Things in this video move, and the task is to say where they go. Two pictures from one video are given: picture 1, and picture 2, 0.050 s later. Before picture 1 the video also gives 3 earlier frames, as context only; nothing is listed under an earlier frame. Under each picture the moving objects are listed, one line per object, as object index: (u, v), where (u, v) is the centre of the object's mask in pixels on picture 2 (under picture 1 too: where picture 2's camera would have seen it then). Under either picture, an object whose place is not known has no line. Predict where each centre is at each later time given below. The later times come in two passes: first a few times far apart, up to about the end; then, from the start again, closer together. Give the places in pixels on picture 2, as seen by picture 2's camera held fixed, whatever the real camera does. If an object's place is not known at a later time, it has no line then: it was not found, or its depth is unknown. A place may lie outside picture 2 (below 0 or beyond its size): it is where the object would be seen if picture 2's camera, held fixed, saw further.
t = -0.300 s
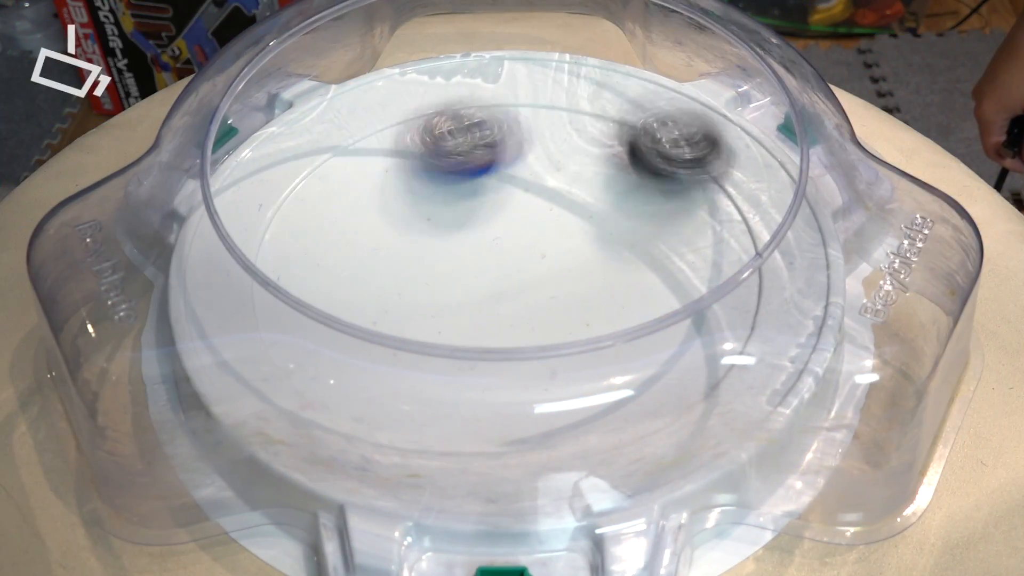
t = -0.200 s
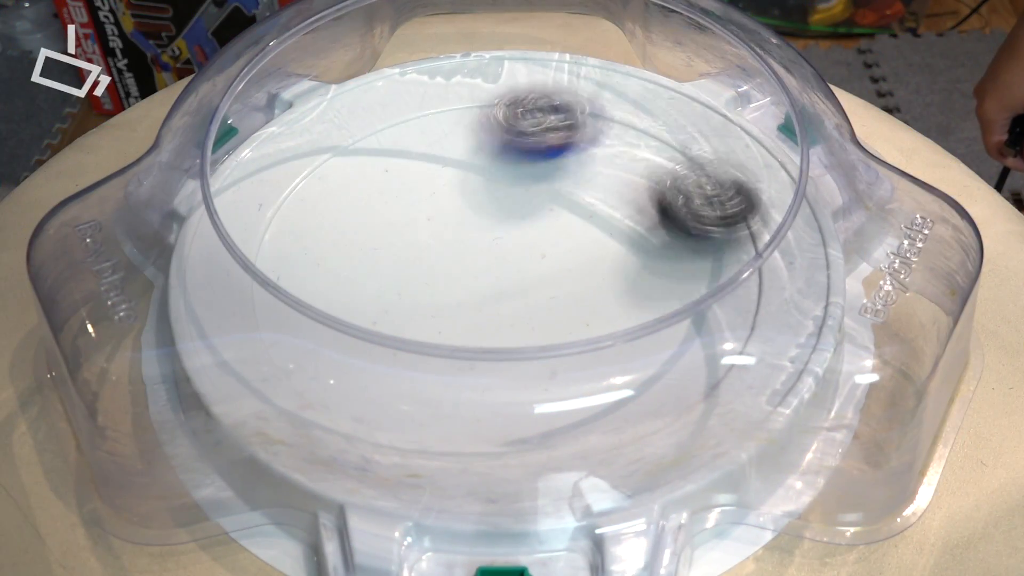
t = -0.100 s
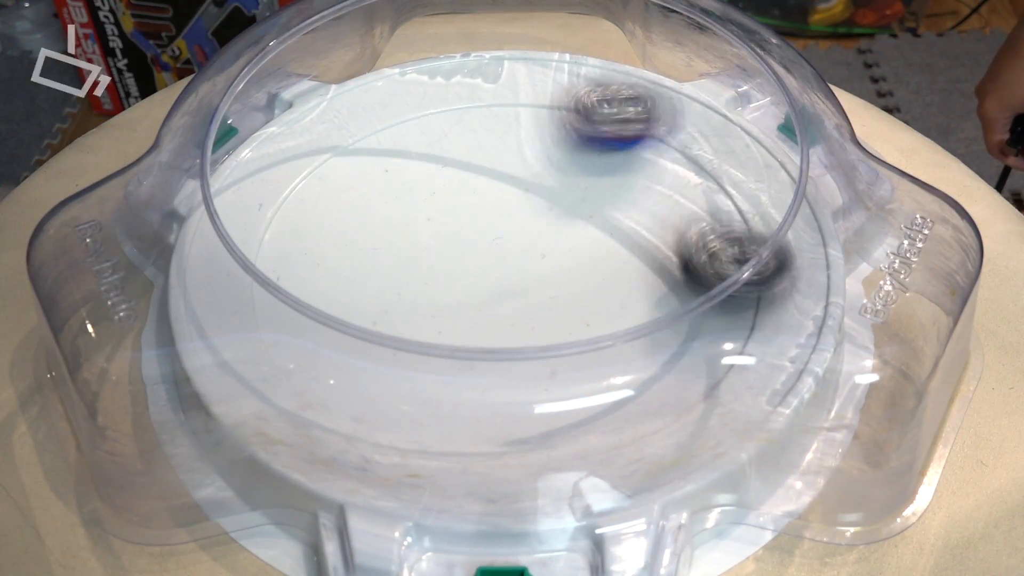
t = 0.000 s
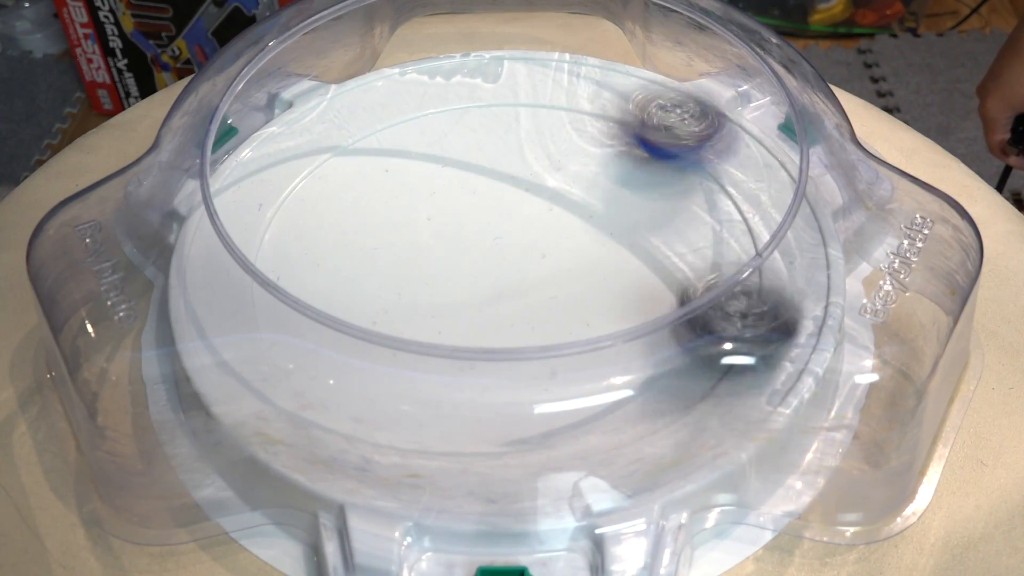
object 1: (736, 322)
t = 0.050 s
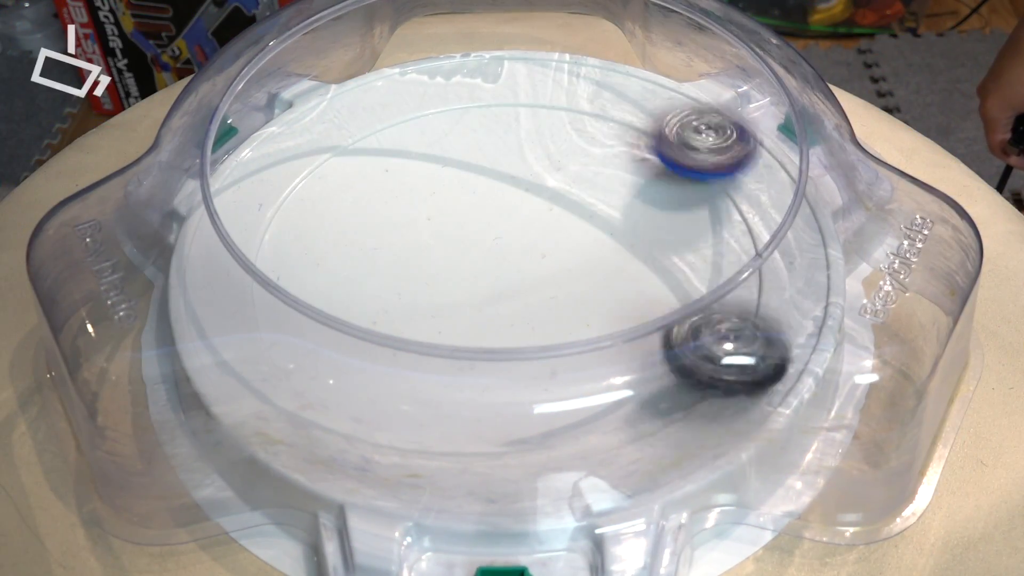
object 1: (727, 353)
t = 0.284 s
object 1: (597, 408)
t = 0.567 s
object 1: (386, 355)
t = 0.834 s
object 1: (325, 217)
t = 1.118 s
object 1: (424, 82)
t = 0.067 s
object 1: (719, 364)
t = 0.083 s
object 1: (718, 370)
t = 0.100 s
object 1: (710, 386)
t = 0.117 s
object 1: (710, 394)
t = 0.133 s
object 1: (705, 397)
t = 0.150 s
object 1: (695, 406)
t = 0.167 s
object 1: (680, 408)
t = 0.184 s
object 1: (674, 409)
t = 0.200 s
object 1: (652, 404)
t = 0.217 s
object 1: (645, 406)
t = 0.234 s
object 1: (627, 407)
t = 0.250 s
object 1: (622, 407)
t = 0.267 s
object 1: (601, 407)
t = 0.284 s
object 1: (597, 408)
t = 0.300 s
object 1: (583, 408)
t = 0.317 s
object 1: (574, 409)
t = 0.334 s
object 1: (555, 411)
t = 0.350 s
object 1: (546, 412)
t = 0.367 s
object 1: (530, 411)
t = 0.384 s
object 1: (520, 408)
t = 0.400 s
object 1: (501, 404)
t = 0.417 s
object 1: (492, 403)
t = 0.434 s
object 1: (476, 400)
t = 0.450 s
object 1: (467, 398)
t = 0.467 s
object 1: (453, 393)
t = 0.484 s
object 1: (442, 391)
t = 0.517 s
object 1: (419, 384)
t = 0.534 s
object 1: (409, 370)
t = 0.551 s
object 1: (400, 366)
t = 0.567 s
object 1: (386, 355)
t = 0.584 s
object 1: (382, 350)
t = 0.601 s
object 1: (370, 342)
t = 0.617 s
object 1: (367, 333)
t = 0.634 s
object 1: (358, 323)
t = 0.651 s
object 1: (353, 316)
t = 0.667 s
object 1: (345, 304)
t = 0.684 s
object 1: (344, 297)
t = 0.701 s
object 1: (340, 282)
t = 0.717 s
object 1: (338, 279)
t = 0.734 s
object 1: (331, 268)
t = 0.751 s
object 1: (329, 264)
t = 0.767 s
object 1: (325, 253)
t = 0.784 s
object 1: (326, 247)
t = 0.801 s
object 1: (325, 236)
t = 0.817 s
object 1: (325, 228)
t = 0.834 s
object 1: (325, 217)
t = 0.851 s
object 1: (327, 211)
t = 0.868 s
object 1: (328, 201)
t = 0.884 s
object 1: (330, 194)
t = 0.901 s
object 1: (332, 184)
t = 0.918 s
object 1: (336, 178)
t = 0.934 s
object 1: (339, 168)
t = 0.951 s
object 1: (343, 162)
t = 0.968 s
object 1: (349, 151)
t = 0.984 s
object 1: (354, 148)
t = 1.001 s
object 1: (358, 137)
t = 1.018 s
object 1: (364, 131)
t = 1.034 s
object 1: (378, 118)
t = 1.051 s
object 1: (382, 114)
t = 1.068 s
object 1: (392, 106)
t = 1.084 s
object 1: (402, 96)
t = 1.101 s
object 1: (413, 90)
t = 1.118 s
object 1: (424, 82)
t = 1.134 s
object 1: (438, 78)
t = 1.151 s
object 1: (451, 73)
